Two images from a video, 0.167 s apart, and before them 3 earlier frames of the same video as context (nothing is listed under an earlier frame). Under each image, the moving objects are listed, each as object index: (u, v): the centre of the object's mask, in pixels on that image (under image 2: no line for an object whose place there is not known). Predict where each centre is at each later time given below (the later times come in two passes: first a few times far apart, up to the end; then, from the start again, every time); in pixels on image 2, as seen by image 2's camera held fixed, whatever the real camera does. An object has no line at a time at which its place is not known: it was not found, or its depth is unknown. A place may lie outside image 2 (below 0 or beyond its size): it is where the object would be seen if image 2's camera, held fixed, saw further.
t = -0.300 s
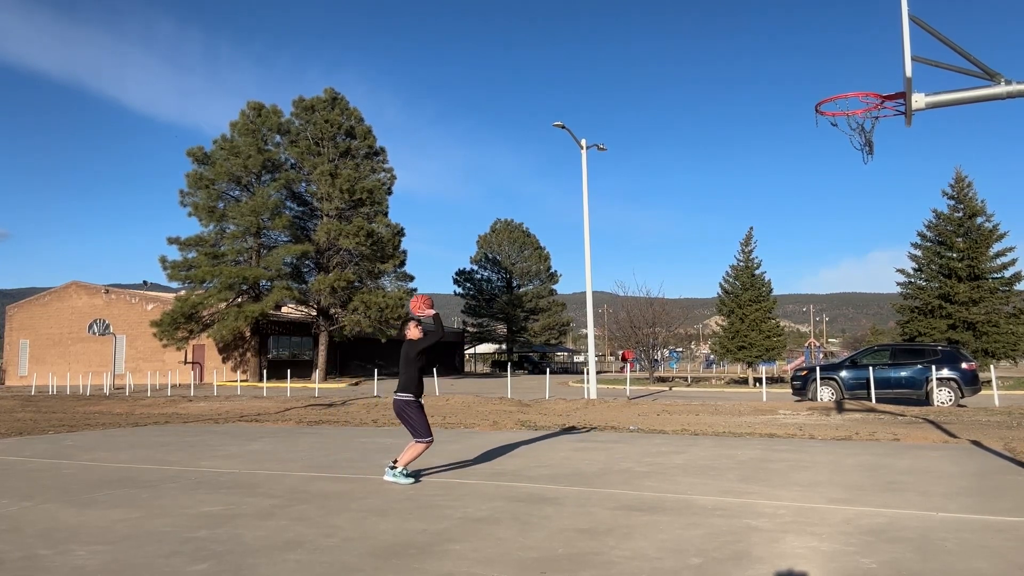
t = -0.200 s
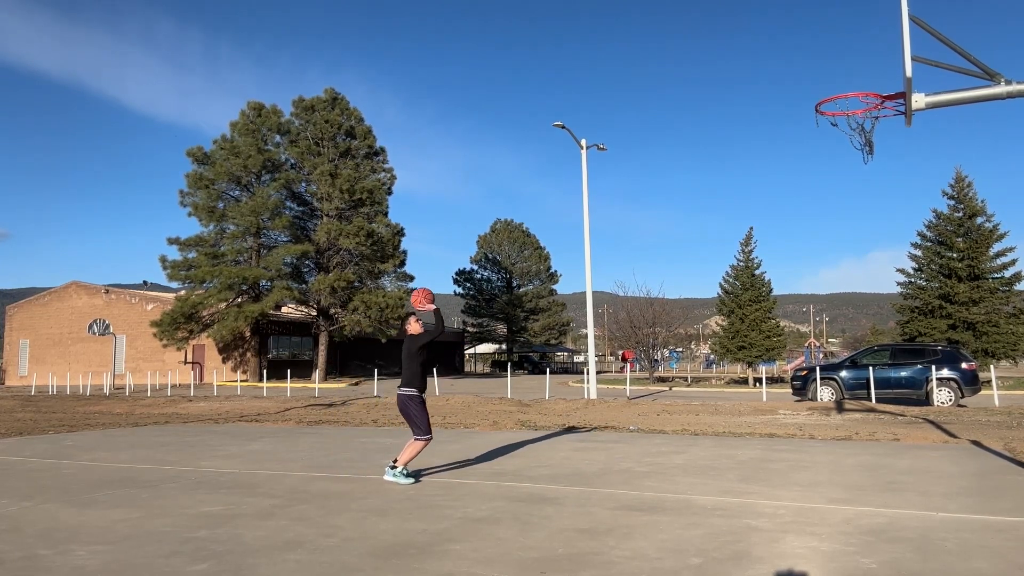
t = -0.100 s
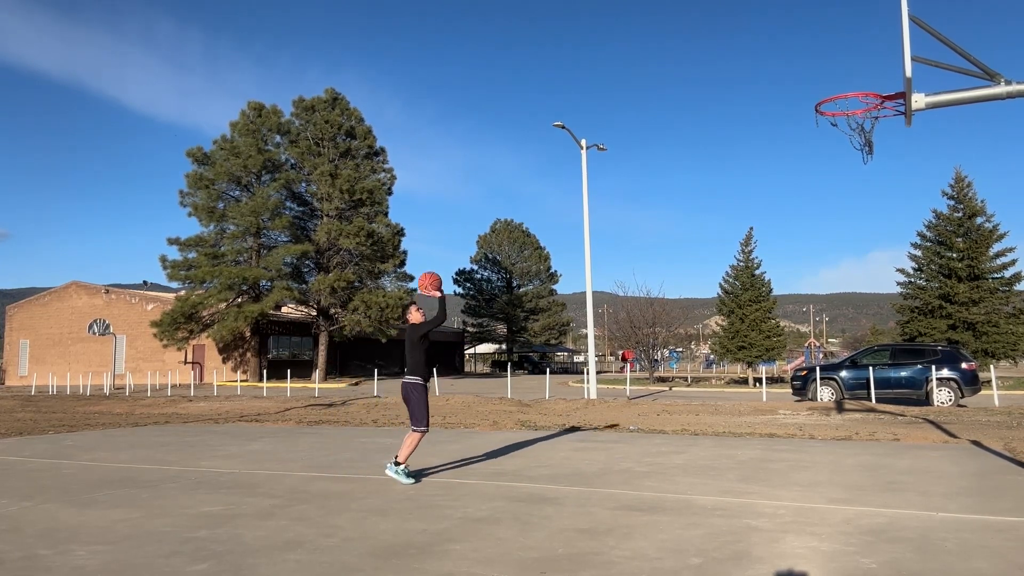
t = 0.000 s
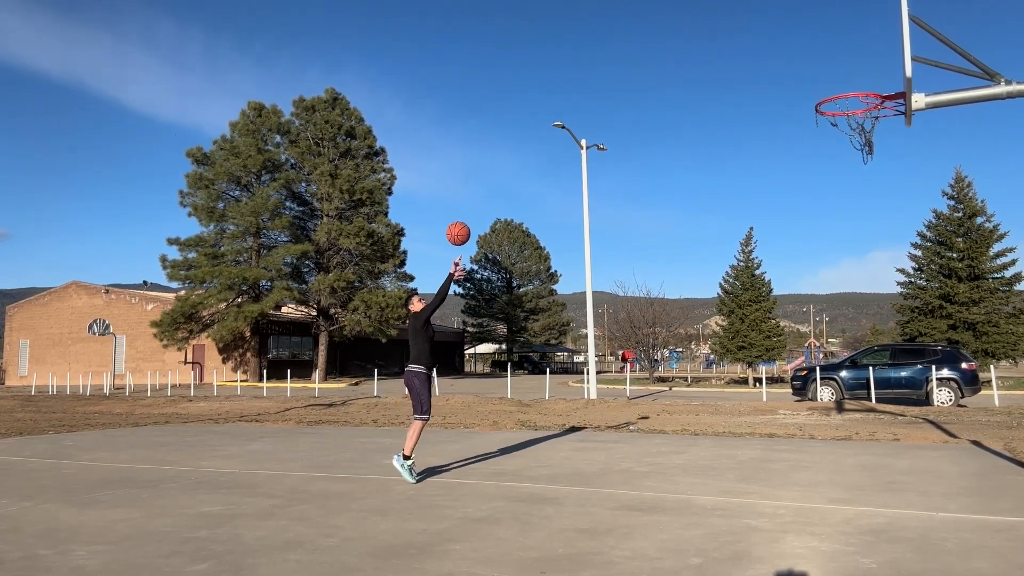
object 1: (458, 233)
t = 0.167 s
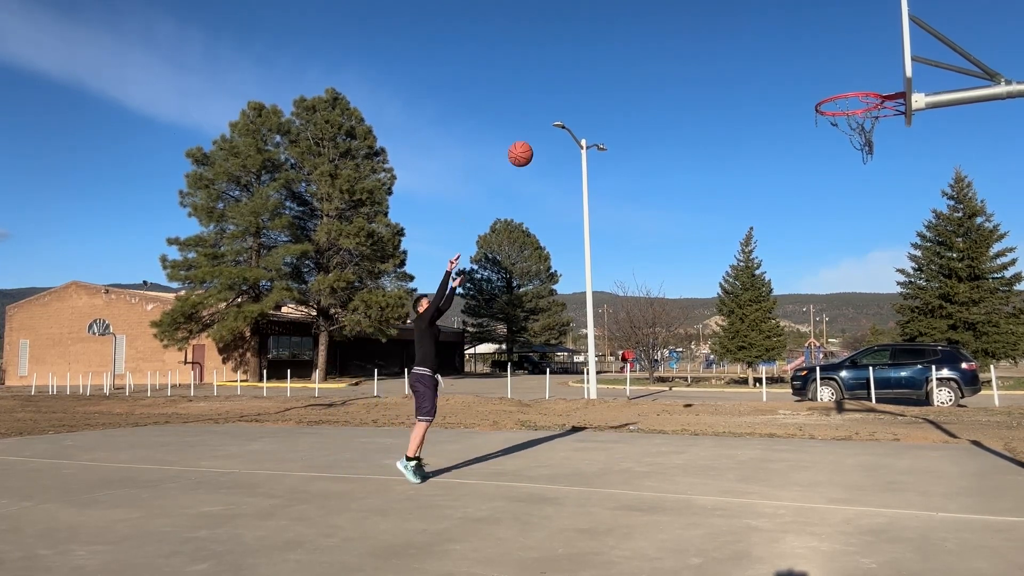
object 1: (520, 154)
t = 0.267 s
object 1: (560, 118)
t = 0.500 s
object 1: (663, 69)
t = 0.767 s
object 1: (798, 85)
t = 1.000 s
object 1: (886, 77)
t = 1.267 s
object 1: (828, 65)
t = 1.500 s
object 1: (781, 125)
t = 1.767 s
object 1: (738, 266)
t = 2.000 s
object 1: (710, 454)
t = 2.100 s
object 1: (702, 435)
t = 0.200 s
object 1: (533, 141)
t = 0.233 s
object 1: (546, 129)
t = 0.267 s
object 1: (560, 118)
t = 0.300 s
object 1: (574, 107)
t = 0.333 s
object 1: (588, 99)
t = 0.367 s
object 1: (603, 90)
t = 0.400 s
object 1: (617, 83)
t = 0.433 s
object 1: (632, 78)
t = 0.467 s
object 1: (647, 73)
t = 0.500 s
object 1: (663, 69)
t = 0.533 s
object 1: (678, 67)
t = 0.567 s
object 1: (695, 65)
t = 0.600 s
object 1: (711, 65)
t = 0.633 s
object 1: (728, 67)
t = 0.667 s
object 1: (745, 69)
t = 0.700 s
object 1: (762, 73)
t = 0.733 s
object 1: (780, 79)
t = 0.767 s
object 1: (798, 85)
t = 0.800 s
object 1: (816, 93)
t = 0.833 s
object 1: (830, 93)
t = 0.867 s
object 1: (841, 89)
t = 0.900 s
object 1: (854, 84)
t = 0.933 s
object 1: (866, 86)
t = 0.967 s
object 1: (878, 83)
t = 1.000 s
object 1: (886, 77)
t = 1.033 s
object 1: (882, 70)
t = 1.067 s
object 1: (874, 65)
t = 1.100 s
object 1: (866, 62)
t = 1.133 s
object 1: (858, 60)
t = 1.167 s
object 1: (850, 59)
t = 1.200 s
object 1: (842, 60)
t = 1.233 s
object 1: (835, 62)
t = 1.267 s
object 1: (828, 65)
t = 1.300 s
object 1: (820, 70)
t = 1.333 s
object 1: (814, 76)
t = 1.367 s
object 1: (807, 83)
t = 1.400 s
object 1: (800, 92)
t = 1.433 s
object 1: (794, 102)
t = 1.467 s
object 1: (788, 113)
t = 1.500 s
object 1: (781, 125)
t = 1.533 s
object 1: (775, 139)
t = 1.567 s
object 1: (769, 154)
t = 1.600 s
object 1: (763, 169)
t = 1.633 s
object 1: (758, 186)
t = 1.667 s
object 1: (753, 204)
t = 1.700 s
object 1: (747, 224)
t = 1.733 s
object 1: (743, 244)
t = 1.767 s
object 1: (738, 266)
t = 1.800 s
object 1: (734, 289)
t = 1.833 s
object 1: (730, 313)
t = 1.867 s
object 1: (725, 339)
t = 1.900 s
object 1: (721, 366)
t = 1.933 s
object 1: (717, 394)
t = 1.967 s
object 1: (713, 423)
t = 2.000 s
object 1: (710, 454)
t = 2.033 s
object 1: (706, 484)
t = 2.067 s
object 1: (704, 460)
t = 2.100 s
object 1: (702, 435)
